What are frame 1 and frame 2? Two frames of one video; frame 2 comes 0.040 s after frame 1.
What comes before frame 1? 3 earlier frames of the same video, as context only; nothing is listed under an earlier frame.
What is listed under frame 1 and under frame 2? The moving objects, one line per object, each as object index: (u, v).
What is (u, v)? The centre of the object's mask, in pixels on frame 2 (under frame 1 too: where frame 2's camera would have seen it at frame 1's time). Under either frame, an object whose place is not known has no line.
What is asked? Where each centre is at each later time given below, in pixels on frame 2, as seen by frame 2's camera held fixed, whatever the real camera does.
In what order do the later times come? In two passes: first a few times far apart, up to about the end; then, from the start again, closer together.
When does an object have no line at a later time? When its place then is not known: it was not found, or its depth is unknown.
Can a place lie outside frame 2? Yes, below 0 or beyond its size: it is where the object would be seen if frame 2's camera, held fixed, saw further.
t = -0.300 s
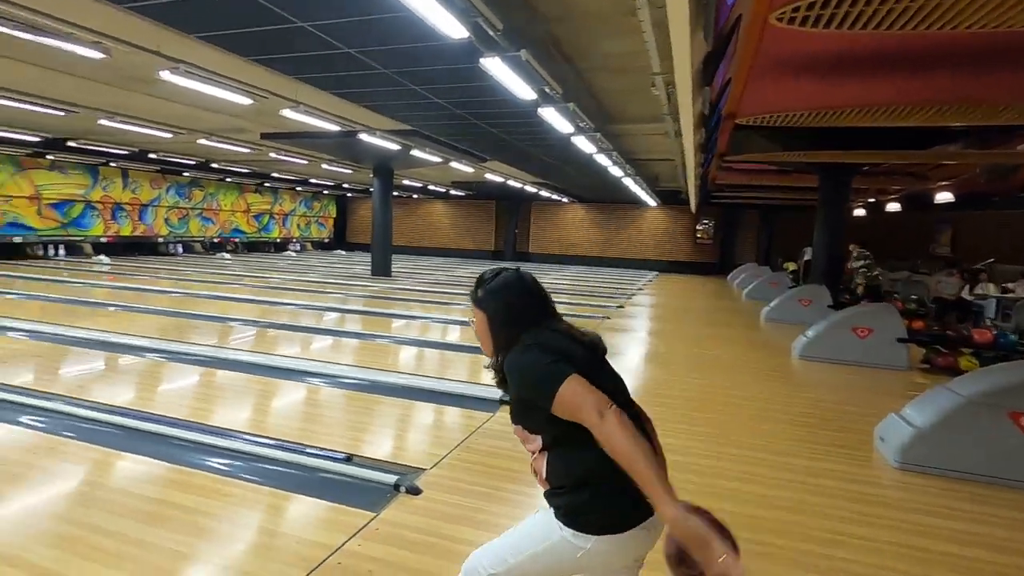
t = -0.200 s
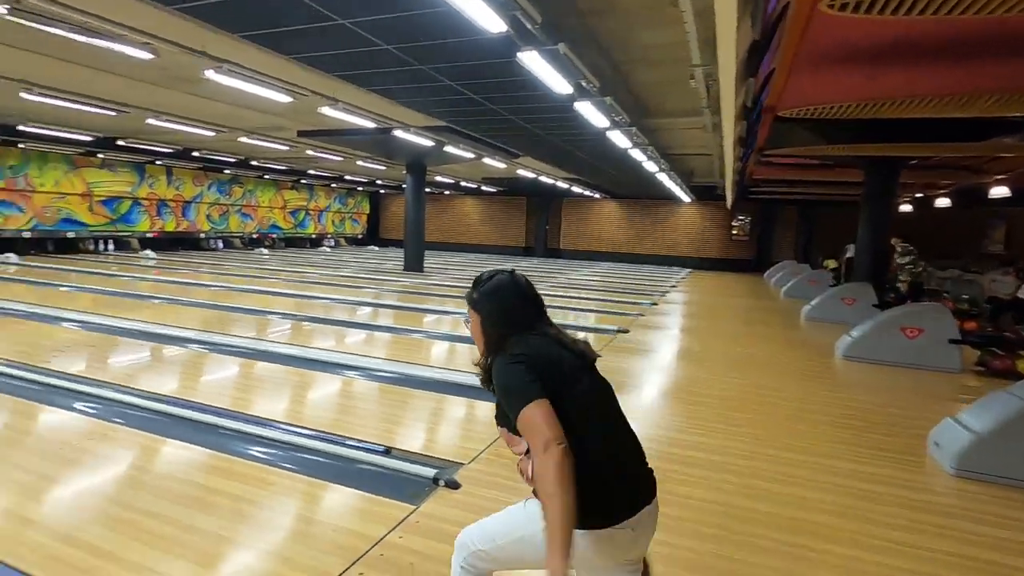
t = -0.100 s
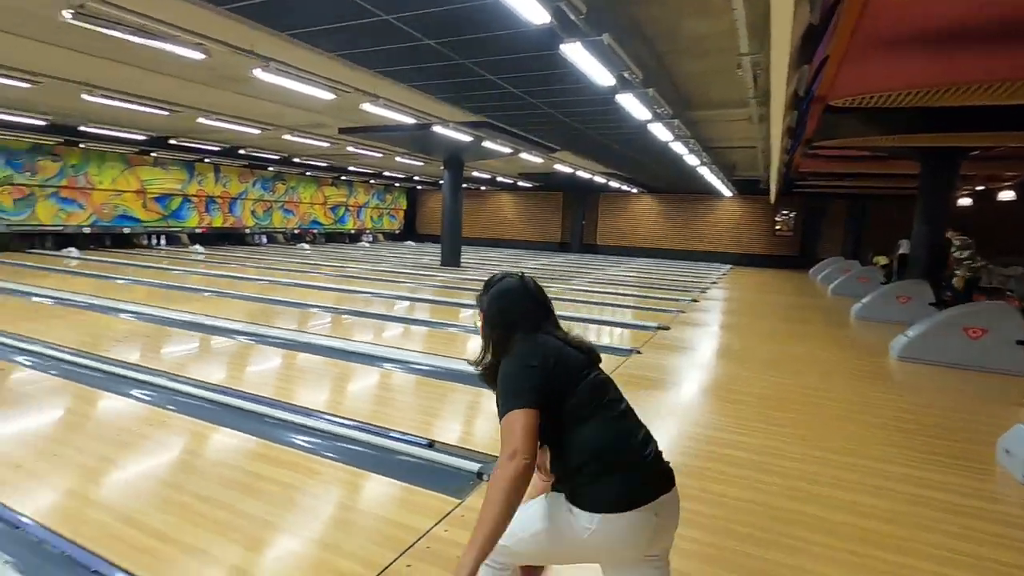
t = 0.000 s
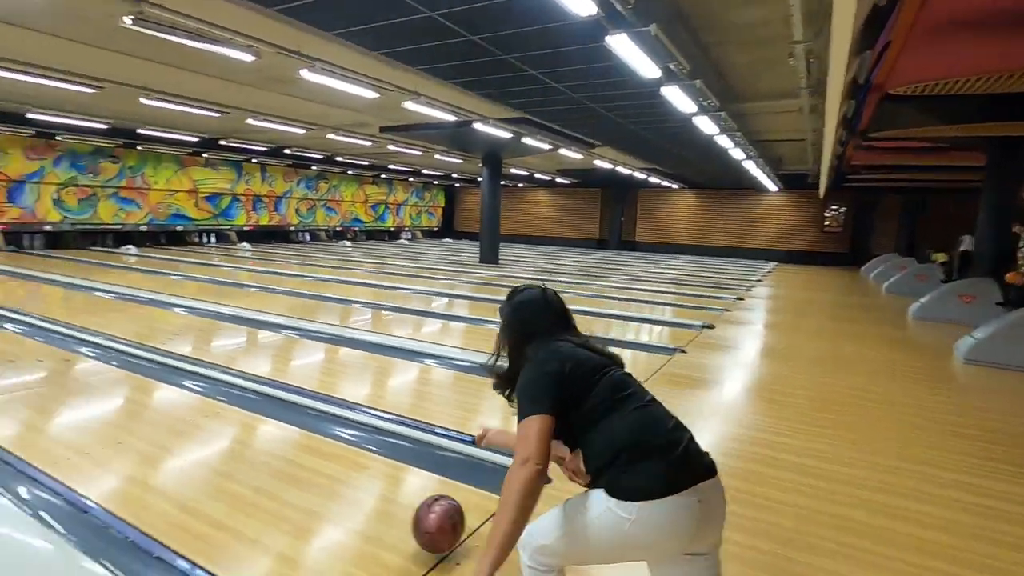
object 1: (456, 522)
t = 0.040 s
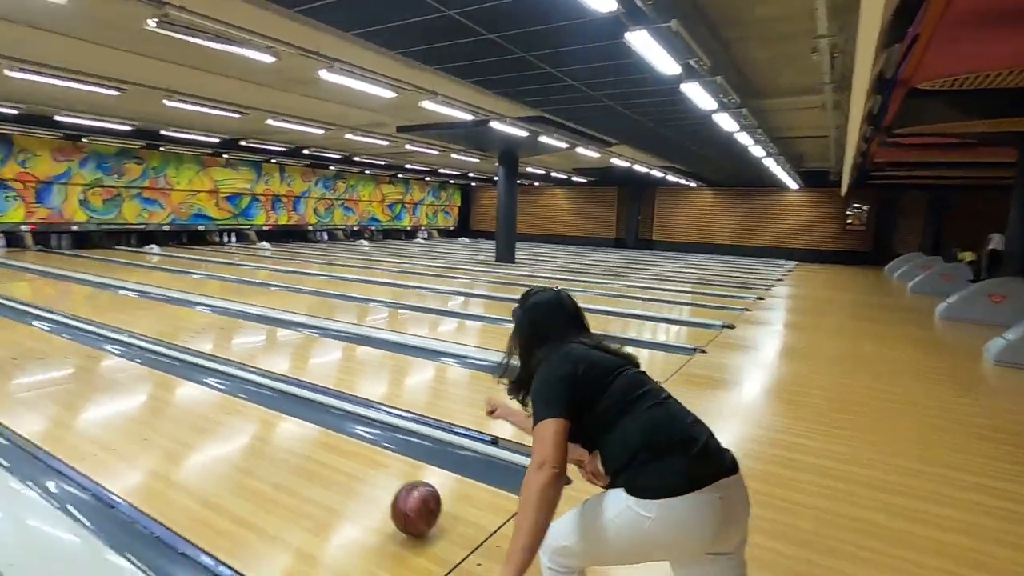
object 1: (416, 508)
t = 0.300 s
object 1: (234, 432)
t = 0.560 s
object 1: (129, 383)
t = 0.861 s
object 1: (50, 347)
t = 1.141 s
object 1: (-1, 325)
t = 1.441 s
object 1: (-39, 307)
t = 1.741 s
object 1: (-67, 295)
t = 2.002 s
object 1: (-87, 285)
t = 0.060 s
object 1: (398, 500)
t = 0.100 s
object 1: (364, 487)
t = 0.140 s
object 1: (333, 475)
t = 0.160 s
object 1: (318, 469)
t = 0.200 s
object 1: (292, 458)
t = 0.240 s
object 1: (267, 447)
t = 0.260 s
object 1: (256, 442)
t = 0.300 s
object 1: (234, 432)
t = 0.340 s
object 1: (215, 423)
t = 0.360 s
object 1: (205, 419)
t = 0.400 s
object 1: (188, 410)
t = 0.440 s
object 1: (171, 403)
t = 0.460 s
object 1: (164, 399)
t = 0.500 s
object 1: (149, 393)
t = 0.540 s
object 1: (135, 386)
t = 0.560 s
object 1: (129, 383)
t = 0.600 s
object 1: (116, 377)
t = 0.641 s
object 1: (105, 372)
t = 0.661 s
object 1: (99, 369)
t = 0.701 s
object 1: (88, 364)
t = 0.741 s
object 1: (78, 360)
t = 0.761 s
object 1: (73, 358)
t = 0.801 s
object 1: (63, 353)
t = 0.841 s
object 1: (54, 349)
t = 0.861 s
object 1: (50, 347)
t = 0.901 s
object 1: (41, 344)
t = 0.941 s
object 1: (33, 340)
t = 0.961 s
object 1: (29, 338)
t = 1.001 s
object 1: (22, 335)
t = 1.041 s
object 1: (15, 332)
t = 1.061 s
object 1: (12, 330)
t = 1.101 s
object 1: (5, 328)
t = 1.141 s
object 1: (-1, 325)
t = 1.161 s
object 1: (-4, 324)
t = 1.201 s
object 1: (-10, 320)
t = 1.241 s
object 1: (-15, 318)
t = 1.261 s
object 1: (-18, 317)
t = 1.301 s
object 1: (-23, 314)
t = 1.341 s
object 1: (-28, 312)
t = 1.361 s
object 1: (-30, 311)
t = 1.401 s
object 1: (-35, 309)
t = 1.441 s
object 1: (-39, 307)
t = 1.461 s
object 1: (-42, 306)
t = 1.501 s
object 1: (-45, 304)
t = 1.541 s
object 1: (-50, 303)
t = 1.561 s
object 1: (-53, 301)
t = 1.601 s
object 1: (-55, 300)
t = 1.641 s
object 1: (-59, 298)
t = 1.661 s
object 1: (-62, 297)
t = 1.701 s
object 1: (-64, 296)
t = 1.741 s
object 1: (-67, 295)
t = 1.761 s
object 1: (-71, 293)
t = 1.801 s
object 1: (-72, 293)
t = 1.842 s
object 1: (-75, 291)
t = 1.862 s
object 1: (-78, 290)
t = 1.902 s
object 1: (-80, 289)
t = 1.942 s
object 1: (-83, 288)
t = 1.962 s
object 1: (-85, 286)
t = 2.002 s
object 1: (-87, 285)
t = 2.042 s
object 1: (-90, 284)
